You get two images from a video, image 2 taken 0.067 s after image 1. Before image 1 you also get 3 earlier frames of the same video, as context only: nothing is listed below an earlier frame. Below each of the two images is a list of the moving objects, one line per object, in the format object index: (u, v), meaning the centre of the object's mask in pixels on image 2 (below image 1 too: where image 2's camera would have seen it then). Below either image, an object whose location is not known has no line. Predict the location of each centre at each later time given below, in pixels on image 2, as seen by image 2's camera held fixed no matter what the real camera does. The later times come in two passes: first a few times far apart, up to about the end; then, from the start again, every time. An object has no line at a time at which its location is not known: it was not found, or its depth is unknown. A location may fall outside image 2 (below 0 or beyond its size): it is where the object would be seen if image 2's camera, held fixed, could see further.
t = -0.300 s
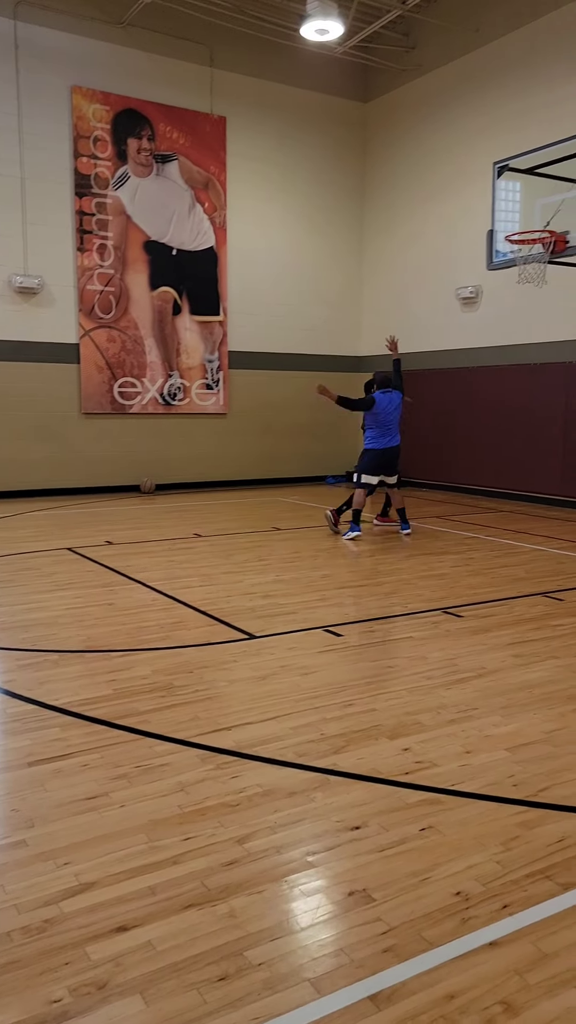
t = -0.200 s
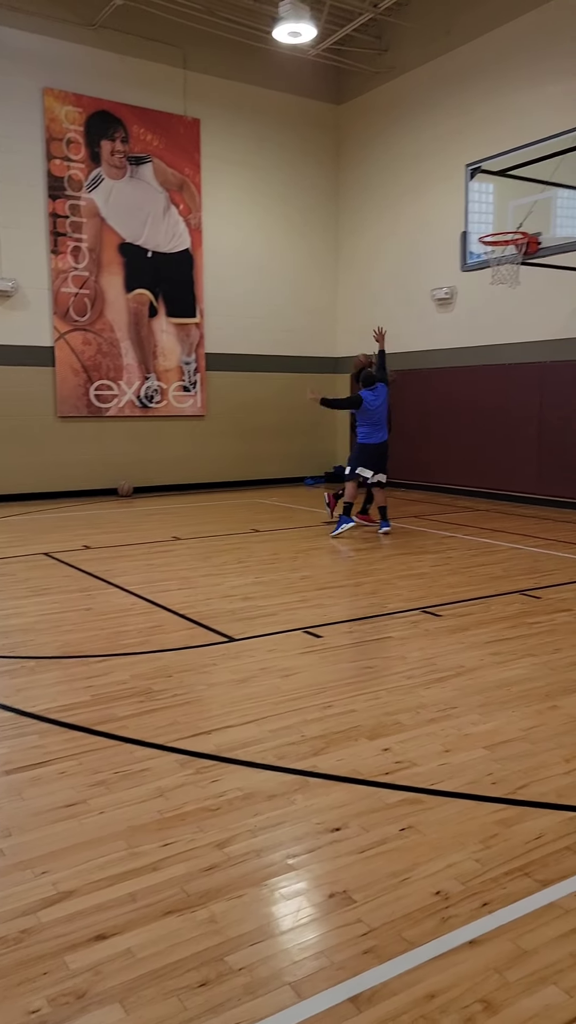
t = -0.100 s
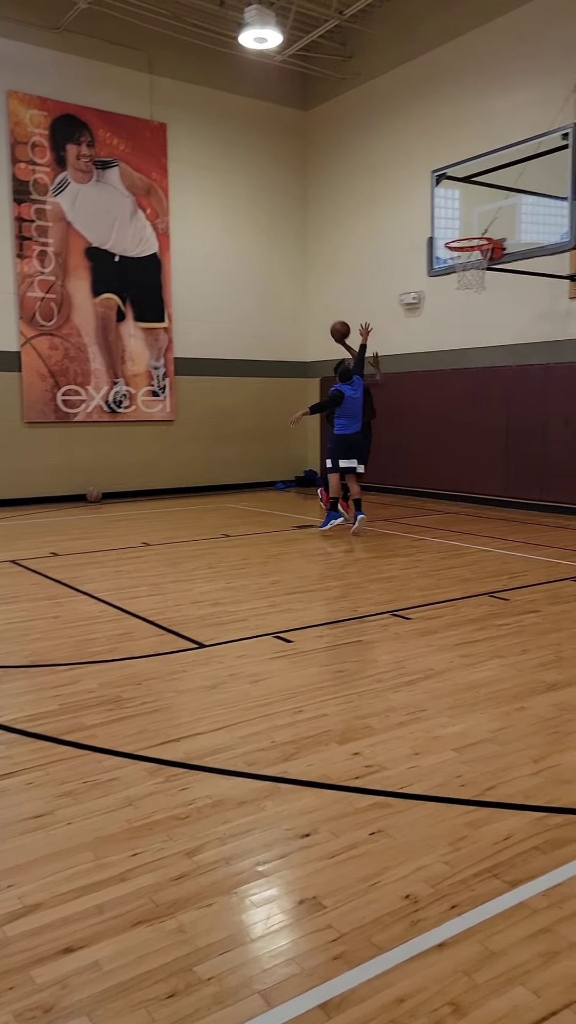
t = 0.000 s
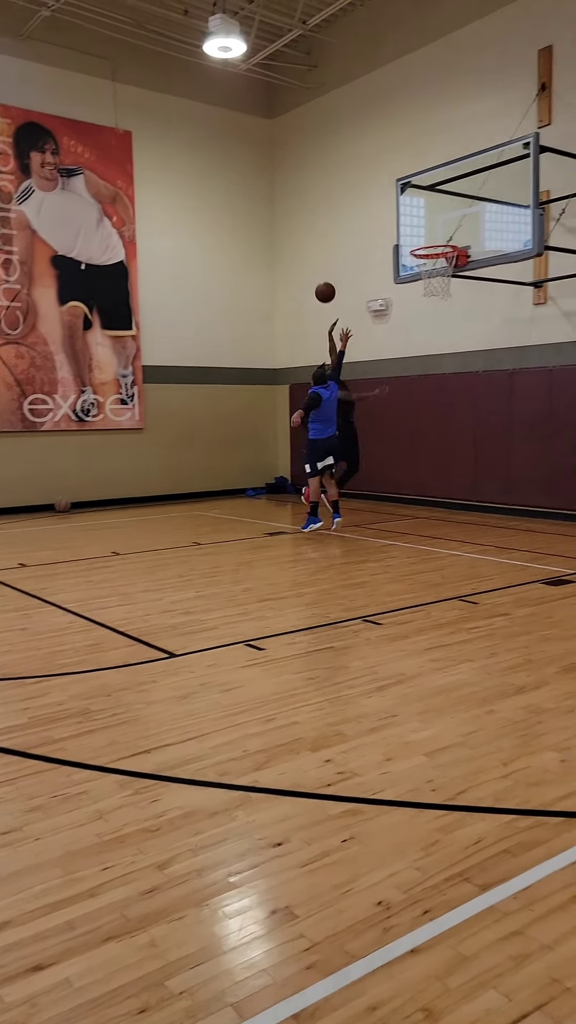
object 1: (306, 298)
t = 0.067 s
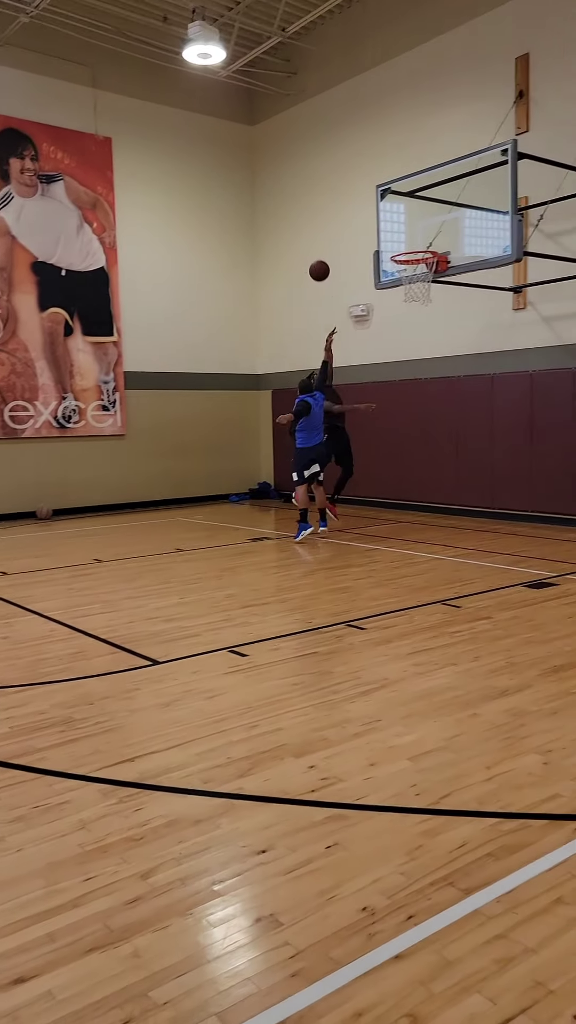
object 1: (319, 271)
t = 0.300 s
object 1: (367, 203)
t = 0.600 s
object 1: (392, 193)
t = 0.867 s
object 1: (410, 260)
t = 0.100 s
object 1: (326, 258)
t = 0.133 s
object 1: (332, 247)
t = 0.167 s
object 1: (339, 236)
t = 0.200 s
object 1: (346, 226)
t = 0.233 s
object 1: (353, 218)
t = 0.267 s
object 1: (360, 209)
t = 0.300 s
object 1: (367, 203)
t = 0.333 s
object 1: (374, 196)
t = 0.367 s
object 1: (379, 192)
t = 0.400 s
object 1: (381, 189)
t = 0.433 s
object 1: (383, 187)
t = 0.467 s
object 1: (385, 186)
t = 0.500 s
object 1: (387, 186)
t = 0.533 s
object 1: (389, 187)
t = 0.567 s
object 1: (391, 189)
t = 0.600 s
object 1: (392, 193)
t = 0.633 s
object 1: (394, 197)
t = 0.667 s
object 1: (397, 203)
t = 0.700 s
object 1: (399, 209)
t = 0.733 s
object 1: (401, 217)
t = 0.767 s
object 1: (403, 226)
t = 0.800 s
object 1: (405, 237)
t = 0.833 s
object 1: (407, 245)
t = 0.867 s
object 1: (410, 260)
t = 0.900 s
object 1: (413, 270)
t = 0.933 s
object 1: (418, 280)
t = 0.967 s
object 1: (422, 289)
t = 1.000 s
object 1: (425, 303)
